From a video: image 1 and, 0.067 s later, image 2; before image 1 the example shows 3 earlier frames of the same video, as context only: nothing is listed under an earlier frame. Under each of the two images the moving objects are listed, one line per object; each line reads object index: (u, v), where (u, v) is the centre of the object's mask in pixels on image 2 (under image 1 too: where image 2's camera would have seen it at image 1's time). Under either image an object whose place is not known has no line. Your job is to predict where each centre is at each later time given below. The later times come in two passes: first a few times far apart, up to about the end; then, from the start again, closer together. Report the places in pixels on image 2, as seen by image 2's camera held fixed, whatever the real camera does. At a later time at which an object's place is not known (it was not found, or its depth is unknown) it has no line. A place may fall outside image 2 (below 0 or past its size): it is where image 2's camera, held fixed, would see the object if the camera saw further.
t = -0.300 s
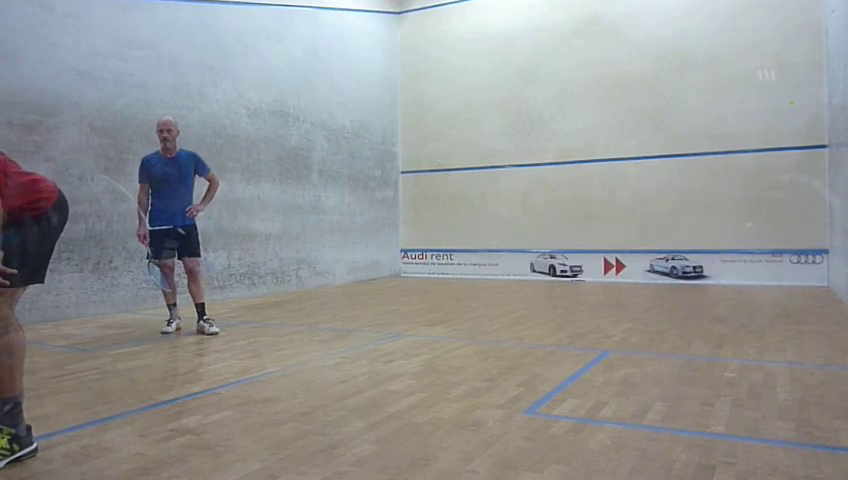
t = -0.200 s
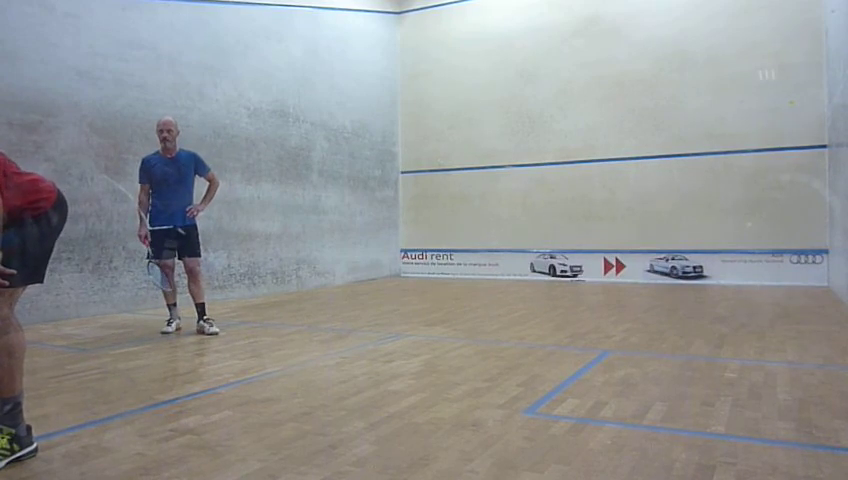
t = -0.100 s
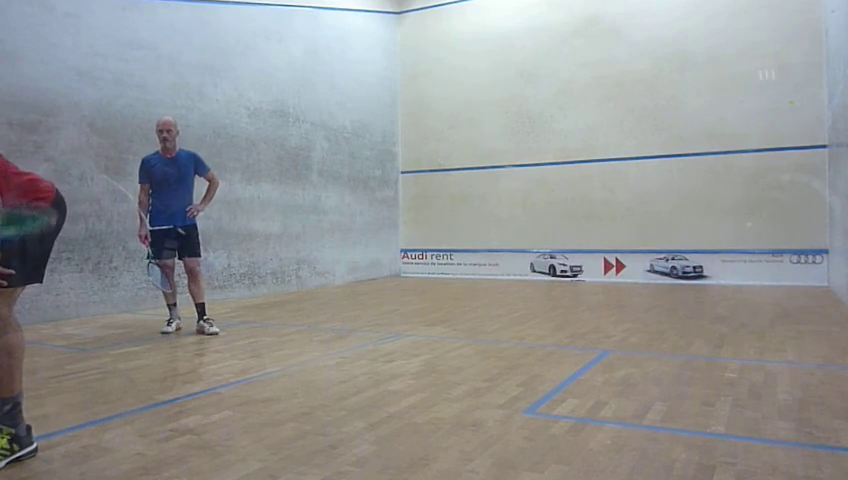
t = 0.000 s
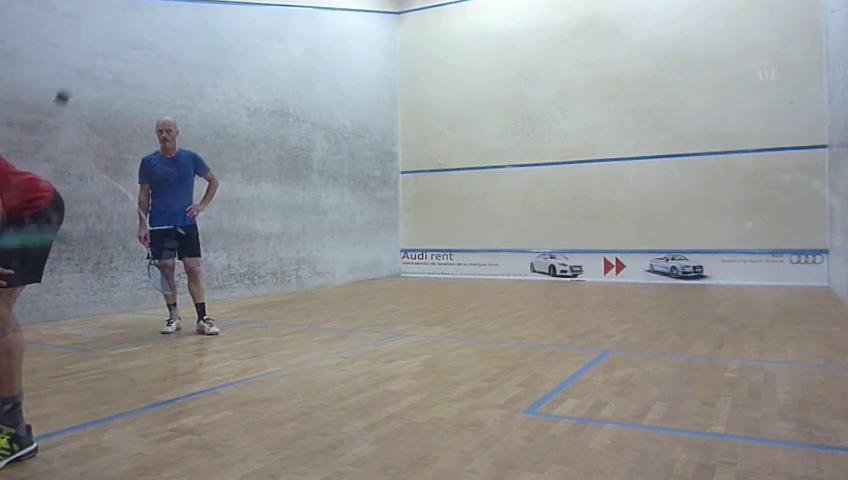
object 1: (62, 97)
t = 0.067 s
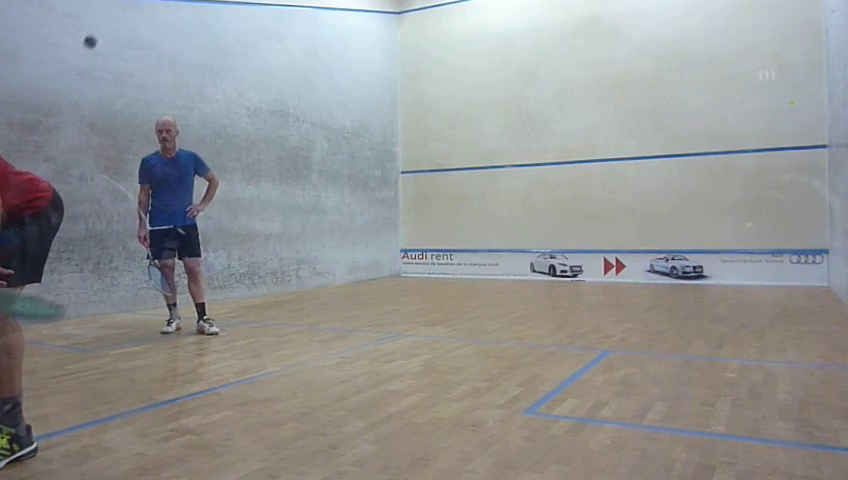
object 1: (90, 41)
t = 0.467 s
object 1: (231, 7)
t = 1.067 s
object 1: (374, 318)
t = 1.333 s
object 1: (412, 273)
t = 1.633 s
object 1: (453, 387)
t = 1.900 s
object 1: (479, 335)
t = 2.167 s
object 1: (504, 361)
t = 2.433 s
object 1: (527, 367)
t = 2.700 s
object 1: (547, 364)
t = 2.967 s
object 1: (566, 365)
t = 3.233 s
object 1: (583, 362)
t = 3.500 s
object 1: (599, 358)
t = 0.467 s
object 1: (231, 7)
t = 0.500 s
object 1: (241, 22)
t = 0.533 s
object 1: (251, 42)
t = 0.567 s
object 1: (260, 62)
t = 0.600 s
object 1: (270, 85)
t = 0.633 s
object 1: (279, 111)
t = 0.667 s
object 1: (288, 138)
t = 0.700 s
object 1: (298, 169)
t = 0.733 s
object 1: (307, 201)
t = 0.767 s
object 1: (315, 233)
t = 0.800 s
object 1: (324, 270)
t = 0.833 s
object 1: (332, 307)
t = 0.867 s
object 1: (340, 344)
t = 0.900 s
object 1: (347, 385)
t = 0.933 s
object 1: (354, 401)
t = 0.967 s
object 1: (359, 377)
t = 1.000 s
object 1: (364, 354)
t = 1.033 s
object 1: (369, 334)
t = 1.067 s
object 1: (374, 318)
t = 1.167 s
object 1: (388, 283)
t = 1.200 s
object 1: (393, 275)
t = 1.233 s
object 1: (398, 271)
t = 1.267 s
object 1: (402, 270)
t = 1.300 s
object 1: (407, 270)
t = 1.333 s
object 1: (412, 273)
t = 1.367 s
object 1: (417, 278)
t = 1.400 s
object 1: (421, 285)
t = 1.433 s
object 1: (426, 295)
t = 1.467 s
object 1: (430, 306)
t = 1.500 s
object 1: (435, 320)
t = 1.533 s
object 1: (439, 336)
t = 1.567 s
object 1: (444, 354)
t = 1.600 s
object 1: (448, 374)
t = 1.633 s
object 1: (453, 387)
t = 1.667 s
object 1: (456, 373)
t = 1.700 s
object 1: (459, 360)
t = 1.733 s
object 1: (462, 351)
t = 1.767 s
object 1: (465, 343)
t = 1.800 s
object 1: (469, 338)
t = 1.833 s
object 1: (472, 335)
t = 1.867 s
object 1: (476, 334)
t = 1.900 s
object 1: (479, 335)
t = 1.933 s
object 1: (482, 338)
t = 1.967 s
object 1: (485, 344)
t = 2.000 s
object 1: (488, 352)
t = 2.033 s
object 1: (492, 361)
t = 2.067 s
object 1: (495, 372)
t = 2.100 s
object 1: (498, 375)
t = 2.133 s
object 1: (501, 367)
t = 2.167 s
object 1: (504, 361)
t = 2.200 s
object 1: (507, 357)
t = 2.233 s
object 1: (509, 355)
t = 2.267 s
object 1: (513, 355)
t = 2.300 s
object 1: (515, 358)
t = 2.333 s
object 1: (518, 361)
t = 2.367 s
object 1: (521, 367)
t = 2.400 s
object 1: (524, 372)
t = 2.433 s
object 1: (527, 367)
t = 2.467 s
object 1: (529, 363)
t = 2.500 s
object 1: (532, 362)
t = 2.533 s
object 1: (534, 362)
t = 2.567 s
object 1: (537, 365)
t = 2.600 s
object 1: (540, 370)
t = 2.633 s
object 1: (542, 367)
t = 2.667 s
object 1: (545, 365)
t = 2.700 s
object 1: (547, 364)
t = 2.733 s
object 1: (550, 366)
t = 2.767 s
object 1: (552, 367)
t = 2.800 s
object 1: (555, 365)
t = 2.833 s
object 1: (557, 365)
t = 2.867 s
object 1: (559, 367)
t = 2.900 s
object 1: (562, 365)
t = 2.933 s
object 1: (564, 365)
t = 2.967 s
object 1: (566, 365)
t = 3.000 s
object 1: (569, 365)
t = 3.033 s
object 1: (571, 365)
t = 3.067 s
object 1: (573, 364)
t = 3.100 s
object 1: (575, 364)
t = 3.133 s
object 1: (577, 363)
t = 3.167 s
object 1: (579, 363)
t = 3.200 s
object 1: (581, 363)
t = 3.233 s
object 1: (583, 362)
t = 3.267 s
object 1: (586, 362)
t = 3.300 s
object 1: (587, 361)
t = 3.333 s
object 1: (589, 361)
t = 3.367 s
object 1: (591, 361)
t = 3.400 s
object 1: (593, 360)
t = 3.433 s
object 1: (595, 360)
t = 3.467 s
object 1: (597, 359)
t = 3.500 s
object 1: (599, 358)
